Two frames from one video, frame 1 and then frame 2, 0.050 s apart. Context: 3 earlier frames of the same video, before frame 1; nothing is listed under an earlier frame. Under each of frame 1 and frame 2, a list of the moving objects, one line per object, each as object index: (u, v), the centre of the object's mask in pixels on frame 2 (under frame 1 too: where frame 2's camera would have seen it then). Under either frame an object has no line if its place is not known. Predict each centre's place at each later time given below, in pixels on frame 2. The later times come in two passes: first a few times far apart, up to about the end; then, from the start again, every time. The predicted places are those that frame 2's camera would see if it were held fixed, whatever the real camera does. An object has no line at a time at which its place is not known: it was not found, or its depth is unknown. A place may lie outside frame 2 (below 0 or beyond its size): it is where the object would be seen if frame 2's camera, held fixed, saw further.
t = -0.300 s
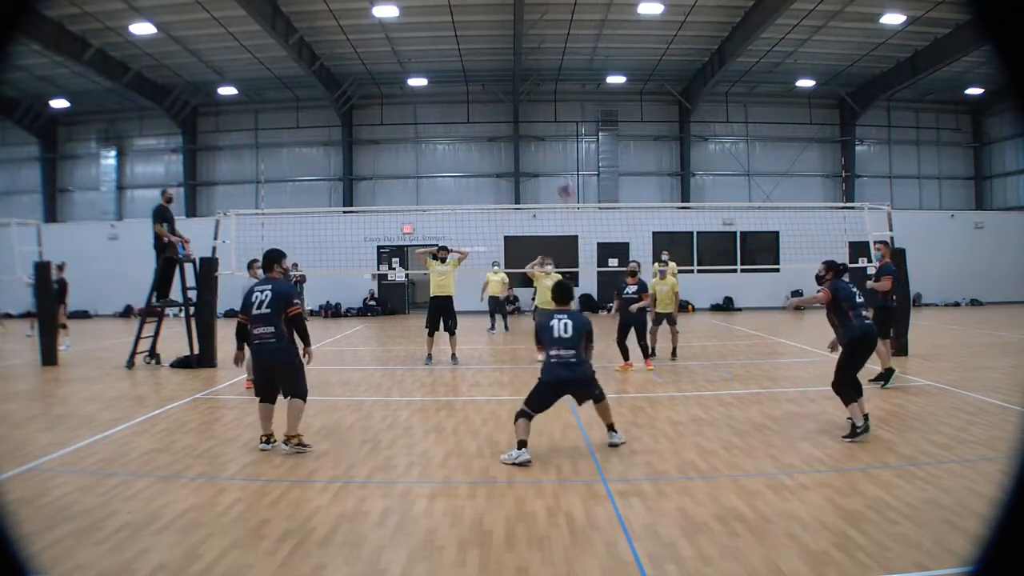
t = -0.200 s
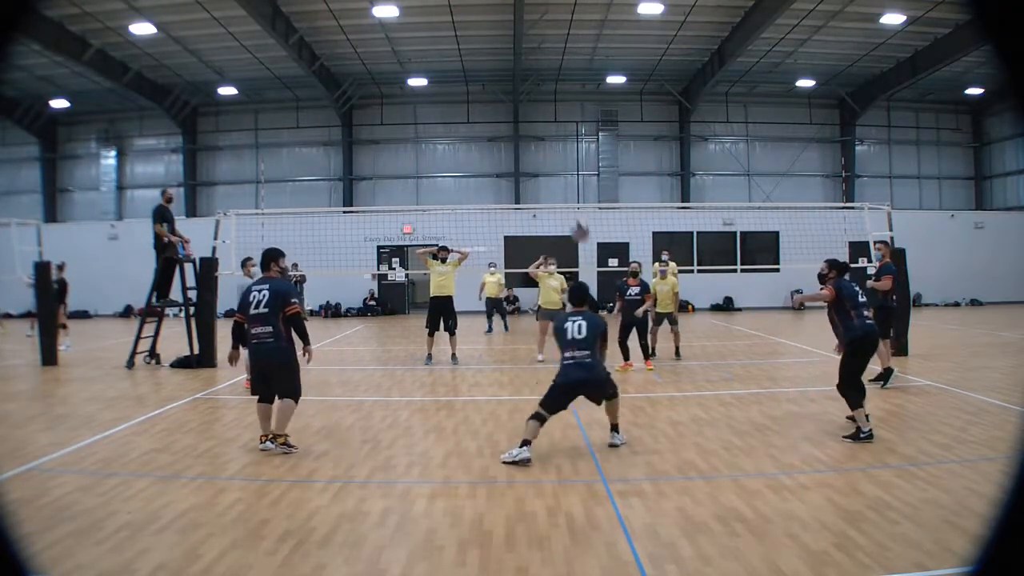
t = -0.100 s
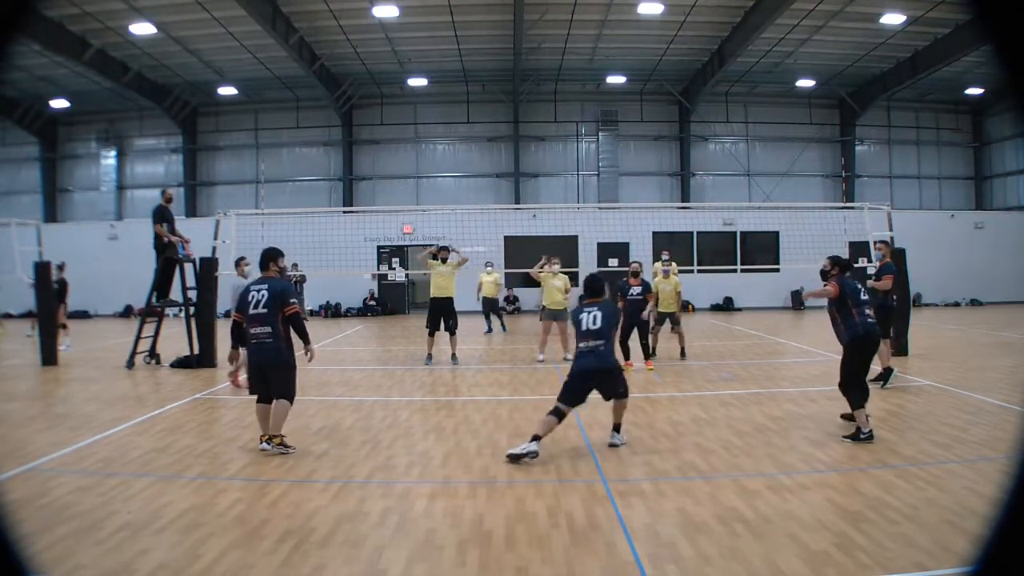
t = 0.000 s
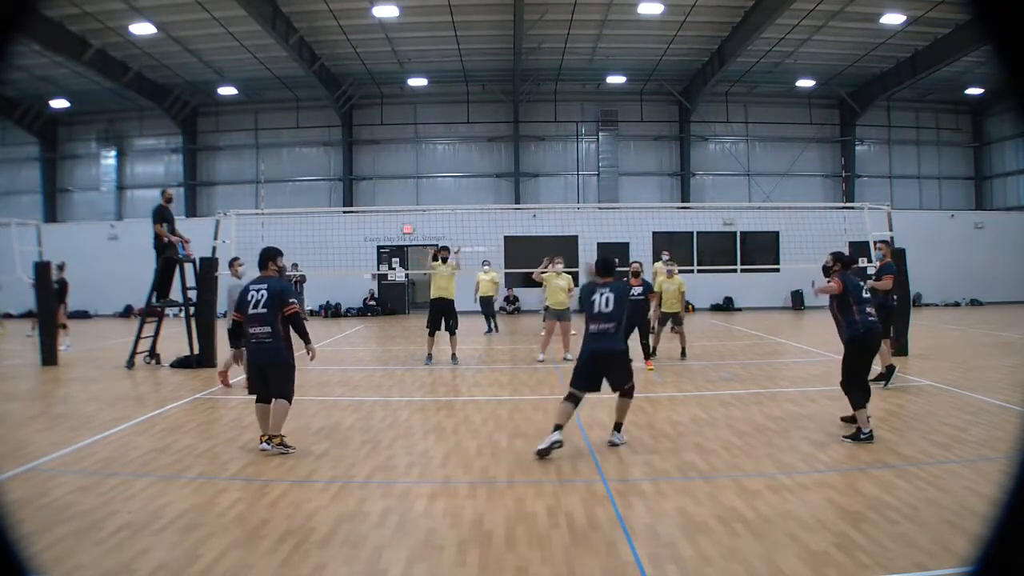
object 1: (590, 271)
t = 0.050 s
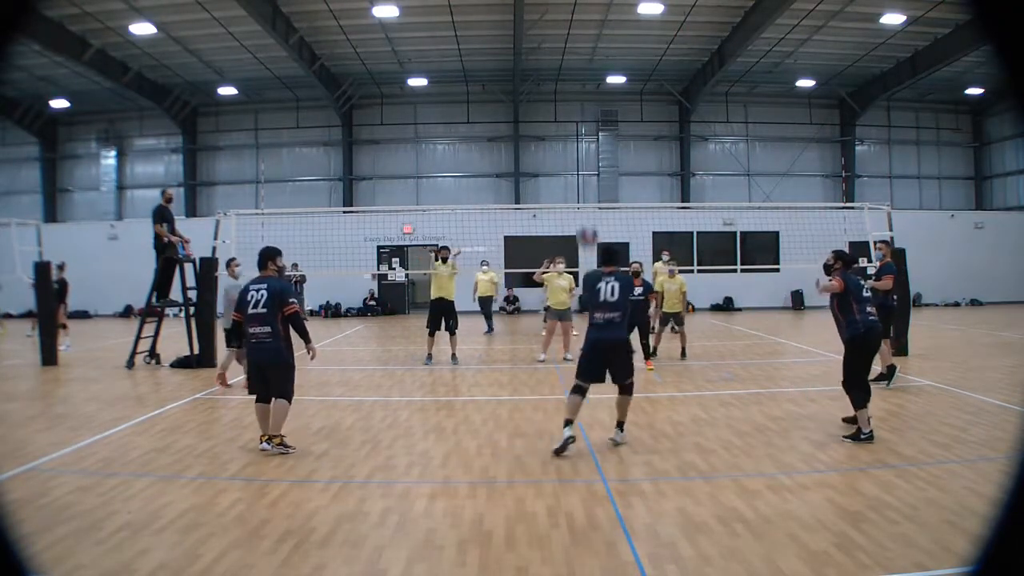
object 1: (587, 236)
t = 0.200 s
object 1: (563, 150)
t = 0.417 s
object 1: (534, 82)
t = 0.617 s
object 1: (511, 64)
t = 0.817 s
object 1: (490, 81)
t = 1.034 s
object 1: (471, 133)
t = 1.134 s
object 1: (463, 168)
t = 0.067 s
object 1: (584, 225)
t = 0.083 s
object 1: (581, 215)
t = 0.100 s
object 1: (580, 204)
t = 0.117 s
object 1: (576, 193)
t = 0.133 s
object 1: (574, 184)
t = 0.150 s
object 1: (570, 175)
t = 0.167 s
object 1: (569, 166)
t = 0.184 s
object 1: (567, 157)
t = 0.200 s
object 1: (563, 150)
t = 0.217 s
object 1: (560, 142)
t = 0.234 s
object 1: (560, 136)
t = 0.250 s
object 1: (557, 128)
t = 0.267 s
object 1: (554, 120)
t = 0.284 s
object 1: (552, 117)
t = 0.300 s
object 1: (549, 111)
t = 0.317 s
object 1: (547, 106)
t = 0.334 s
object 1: (545, 101)
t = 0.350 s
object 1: (543, 97)
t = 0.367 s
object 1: (541, 93)
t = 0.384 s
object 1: (539, 89)
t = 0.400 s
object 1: (536, 85)
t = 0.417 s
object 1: (534, 82)
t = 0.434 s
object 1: (532, 78)
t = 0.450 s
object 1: (530, 76)
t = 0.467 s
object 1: (528, 74)
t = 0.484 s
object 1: (526, 71)
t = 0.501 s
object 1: (525, 70)
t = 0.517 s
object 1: (523, 68)
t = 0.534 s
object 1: (521, 68)
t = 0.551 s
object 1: (518, 66)
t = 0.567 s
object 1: (517, 66)
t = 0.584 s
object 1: (515, 65)
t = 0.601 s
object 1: (513, 64)
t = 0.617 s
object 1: (511, 64)
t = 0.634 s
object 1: (509, 64)
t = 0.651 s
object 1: (507, 65)
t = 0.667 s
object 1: (506, 65)
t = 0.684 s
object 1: (504, 66)
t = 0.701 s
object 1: (502, 67)
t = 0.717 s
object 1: (501, 68)
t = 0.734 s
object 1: (499, 70)
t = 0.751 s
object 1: (497, 72)
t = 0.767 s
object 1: (496, 74)
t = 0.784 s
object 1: (494, 76)
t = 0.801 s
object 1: (492, 79)
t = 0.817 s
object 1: (490, 81)
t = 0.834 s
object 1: (489, 84)
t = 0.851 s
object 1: (488, 86)
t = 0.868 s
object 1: (486, 90)
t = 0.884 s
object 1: (484, 93)
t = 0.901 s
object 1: (483, 97)
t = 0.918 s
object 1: (481, 100)
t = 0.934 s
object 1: (480, 104)
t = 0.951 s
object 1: (479, 107)
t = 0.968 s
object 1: (477, 113)
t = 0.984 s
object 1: (476, 117)
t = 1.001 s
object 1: (475, 121)
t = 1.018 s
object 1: (472, 127)
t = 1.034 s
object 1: (471, 133)
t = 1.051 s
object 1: (469, 137)
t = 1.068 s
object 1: (469, 143)
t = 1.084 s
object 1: (467, 149)
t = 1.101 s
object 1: (466, 155)
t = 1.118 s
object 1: (465, 160)
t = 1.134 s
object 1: (463, 168)
